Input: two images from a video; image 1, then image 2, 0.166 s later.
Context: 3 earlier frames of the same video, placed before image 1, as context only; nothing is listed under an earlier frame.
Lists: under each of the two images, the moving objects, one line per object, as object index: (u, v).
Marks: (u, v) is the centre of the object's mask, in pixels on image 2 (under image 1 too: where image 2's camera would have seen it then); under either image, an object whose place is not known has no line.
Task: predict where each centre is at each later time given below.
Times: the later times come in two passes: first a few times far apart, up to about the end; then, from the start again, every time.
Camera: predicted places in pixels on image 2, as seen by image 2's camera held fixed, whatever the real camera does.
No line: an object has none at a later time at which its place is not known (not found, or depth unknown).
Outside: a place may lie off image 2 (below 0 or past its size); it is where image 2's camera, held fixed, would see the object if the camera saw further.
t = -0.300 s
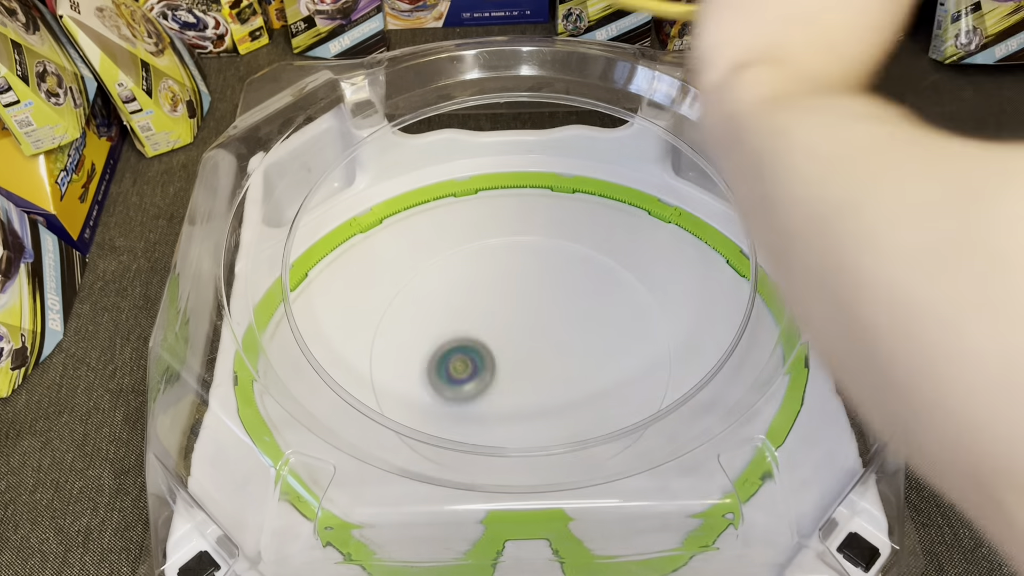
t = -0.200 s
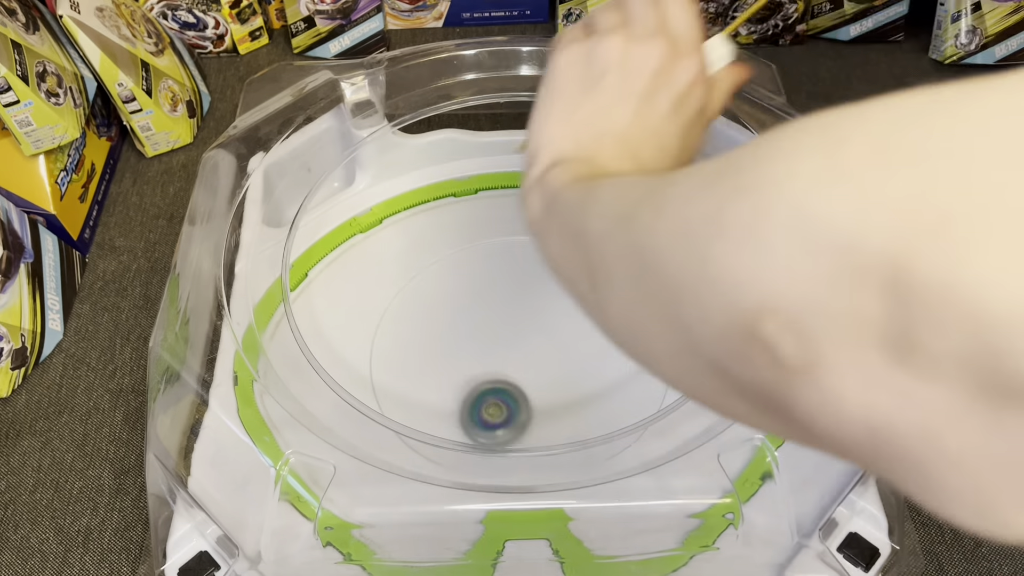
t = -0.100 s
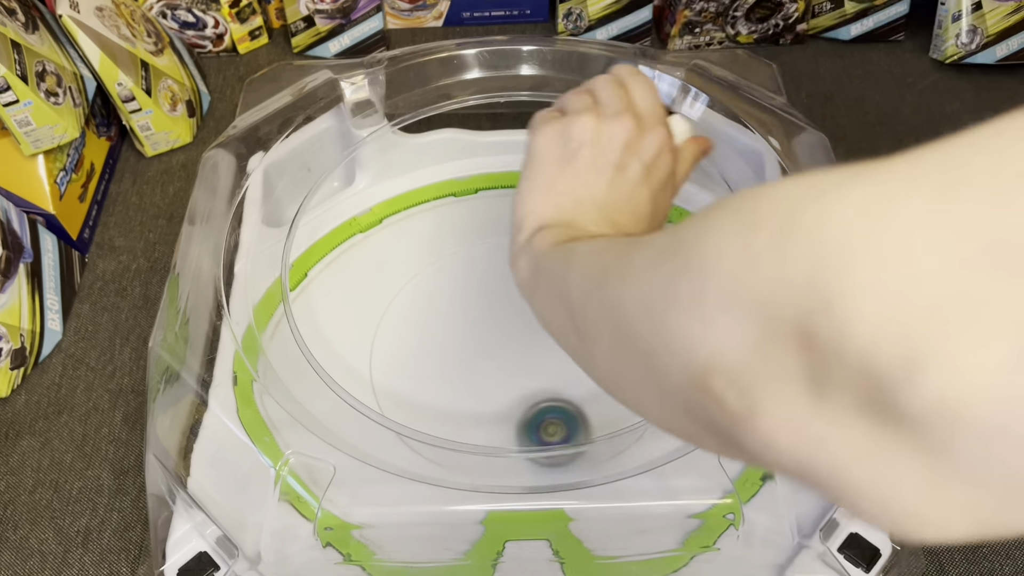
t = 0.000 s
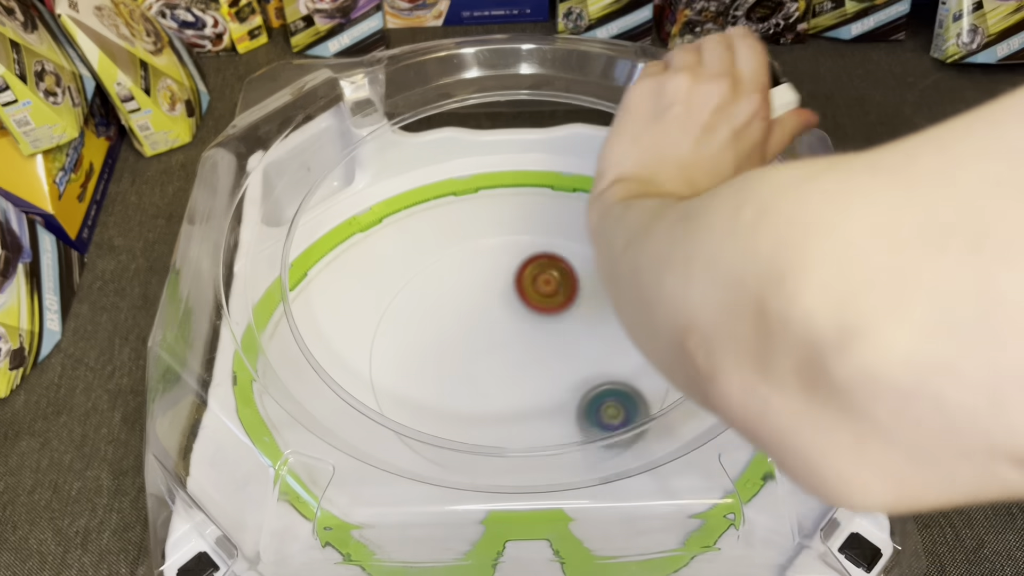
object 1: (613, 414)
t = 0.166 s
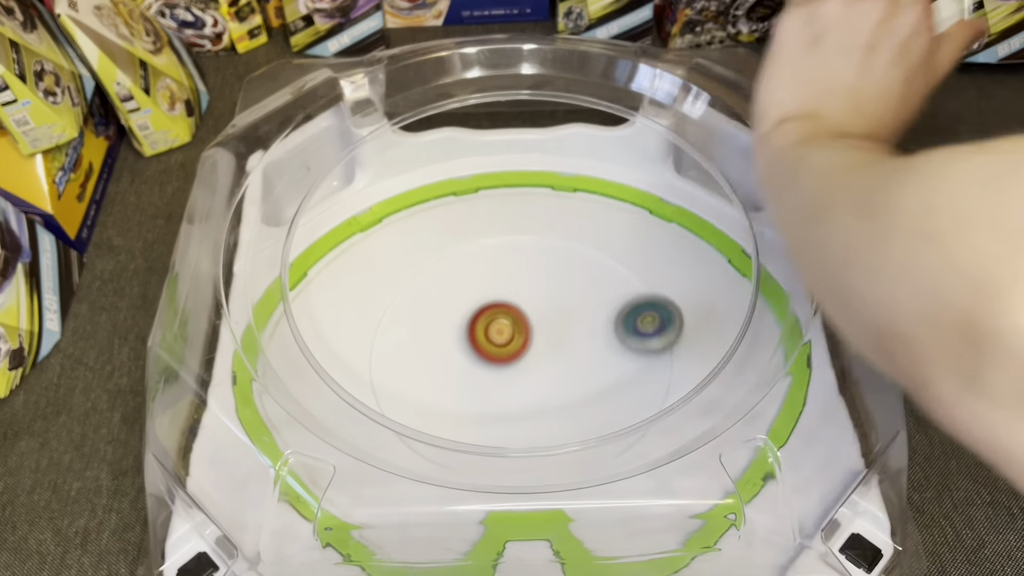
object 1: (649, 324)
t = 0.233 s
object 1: (632, 288)
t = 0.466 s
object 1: (505, 269)
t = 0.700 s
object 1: (415, 391)
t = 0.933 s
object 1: (530, 476)
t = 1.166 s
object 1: (681, 423)
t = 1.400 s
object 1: (702, 352)
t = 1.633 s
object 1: (586, 317)
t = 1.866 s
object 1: (385, 307)
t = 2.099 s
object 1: (440, 383)
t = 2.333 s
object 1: (595, 389)
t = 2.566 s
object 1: (590, 283)
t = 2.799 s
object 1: (453, 249)
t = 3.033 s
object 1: (382, 340)
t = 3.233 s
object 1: (493, 402)
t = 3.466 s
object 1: (624, 320)
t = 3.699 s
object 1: (538, 252)
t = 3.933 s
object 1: (432, 304)
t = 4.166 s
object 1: (502, 395)
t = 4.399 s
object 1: (624, 347)
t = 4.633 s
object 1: (562, 267)
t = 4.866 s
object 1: (453, 309)
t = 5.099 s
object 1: (487, 401)
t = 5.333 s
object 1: (597, 371)
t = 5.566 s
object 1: (554, 292)
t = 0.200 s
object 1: (643, 305)
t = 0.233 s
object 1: (632, 288)
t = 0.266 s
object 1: (619, 274)
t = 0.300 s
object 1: (603, 264)
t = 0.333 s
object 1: (585, 258)
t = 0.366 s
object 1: (566, 255)
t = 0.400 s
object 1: (546, 256)
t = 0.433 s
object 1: (526, 261)
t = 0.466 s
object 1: (505, 269)
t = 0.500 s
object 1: (485, 280)
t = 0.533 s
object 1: (466, 294)
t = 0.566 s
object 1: (449, 311)
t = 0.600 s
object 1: (435, 329)
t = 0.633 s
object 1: (425, 349)
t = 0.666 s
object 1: (418, 370)
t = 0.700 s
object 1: (415, 391)
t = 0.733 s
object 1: (422, 407)
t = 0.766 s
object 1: (429, 429)
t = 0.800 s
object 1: (443, 444)
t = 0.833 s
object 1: (462, 454)
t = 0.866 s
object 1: (482, 468)
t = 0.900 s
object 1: (506, 474)
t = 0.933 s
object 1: (530, 476)
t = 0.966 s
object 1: (556, 477)
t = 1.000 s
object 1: (583, 473)
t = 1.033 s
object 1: (610, 466)
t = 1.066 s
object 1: (632, 456)
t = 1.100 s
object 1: (651, 447)
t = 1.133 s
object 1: (668, 436)
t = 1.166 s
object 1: (681, 423)
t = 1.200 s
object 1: (692, 412)
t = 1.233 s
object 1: (700, 400)
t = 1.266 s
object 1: (706, 389)
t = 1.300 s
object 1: (710, 379)
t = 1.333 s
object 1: (710, 369)
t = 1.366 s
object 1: (707, 360)
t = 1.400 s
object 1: (702, 352)
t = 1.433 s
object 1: (695, 345)
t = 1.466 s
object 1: (687, 339)
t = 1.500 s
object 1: (676, 334)
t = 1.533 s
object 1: (660, 331)
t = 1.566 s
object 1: (639, 326)
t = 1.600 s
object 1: (614, 322)
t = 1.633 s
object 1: (586, 317)
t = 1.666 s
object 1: (554, 312)
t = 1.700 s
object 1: (521, 308)
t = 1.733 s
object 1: (488, 304)
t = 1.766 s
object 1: (457, 302)
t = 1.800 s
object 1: (429, 301)
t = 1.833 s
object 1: (405, 303)
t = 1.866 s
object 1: (385, 307)
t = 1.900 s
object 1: (372, 313)
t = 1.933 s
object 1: (368, 321)
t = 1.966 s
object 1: (372, 333)
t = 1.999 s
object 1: (383, 345)
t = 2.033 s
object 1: (398, 358)
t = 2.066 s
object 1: (417, 371)
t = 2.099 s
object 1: (440, 383)
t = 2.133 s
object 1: (466, 394)
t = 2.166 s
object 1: (492, 403)
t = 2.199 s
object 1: (517, 408)
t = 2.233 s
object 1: (542, 409)
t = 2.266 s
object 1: (563, 406)
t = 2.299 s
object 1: (581, 399)
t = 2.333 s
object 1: (595, 389)
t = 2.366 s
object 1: (605, 377)
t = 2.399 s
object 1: (610, 362)
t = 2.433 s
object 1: (610, 345)
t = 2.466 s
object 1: (609, 329)
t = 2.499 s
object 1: (607, 313)
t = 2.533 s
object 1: (601, 297)
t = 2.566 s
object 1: (590, 283)
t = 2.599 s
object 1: (577, 270)
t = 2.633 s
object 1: (560, 260)
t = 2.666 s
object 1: (540, 252)
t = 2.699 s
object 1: (519, 247)
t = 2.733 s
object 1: (497, 244)
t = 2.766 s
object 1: (475, 245)
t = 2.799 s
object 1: (453, 249)
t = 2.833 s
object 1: (433, 256)
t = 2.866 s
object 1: (415, 266)
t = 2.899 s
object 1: (400, 278)
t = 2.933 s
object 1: (388, 292)
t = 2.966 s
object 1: (381, 307)
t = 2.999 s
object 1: (379, 323)
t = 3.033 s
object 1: (382, 340)
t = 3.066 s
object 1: (389, 356)
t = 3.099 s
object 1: (401, 372)
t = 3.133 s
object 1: (419, 384)
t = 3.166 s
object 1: (440, 393)
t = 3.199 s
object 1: (465, 399)
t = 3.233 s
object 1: (493, 402)
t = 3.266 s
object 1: (521, 400)
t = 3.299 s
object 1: (548, 393)
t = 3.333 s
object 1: (573, 382)
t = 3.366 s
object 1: (593, 369)
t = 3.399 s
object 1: (608, 353)
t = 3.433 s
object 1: (619, 336)
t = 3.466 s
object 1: (624, 320)
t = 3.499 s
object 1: (623, 304)
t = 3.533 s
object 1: (618, 290)
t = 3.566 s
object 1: (608, 278)
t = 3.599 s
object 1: (595, 268)
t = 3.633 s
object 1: (578, 260)
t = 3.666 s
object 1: (559, 254)
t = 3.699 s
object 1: (538, 252)
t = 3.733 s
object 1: (516, 252)
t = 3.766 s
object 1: (495, 255)
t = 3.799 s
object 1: (476, 261)
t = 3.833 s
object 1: (459, 269)
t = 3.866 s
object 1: (448, 279)
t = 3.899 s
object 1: (440, 291)
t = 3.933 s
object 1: (432, 304)
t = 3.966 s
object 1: (429, 319)
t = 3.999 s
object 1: (430, 335)
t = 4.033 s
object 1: (436, 351)
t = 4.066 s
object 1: (447, 365)
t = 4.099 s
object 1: (462, 378)
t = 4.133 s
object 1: (480, 388)
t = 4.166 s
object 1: (502, 395)
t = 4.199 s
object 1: (525, 399)
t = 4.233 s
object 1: (547, 398)
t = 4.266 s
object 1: (569, 394)
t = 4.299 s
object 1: (588, 386)
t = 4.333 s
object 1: (604, 375)
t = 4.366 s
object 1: (616, 362)
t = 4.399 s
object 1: (624, 347)
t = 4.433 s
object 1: (627, 331)
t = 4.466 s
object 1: (625, 316)
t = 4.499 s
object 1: (618, 303)
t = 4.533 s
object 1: (608, 290)
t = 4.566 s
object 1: (595, 280)
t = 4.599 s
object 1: (579, 272)
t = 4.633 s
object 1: (562, 267)
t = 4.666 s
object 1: (544, 265)
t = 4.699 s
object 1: (525, 266)
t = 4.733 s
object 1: (507, 269)
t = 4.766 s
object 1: (490, 276)
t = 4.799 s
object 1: (475, 285)
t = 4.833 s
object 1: (462, 296)
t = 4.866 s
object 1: (453, 309)
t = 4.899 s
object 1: (446, 323)
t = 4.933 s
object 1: (443, 338)
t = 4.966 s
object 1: (445, 353)
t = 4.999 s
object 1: (450, 368)
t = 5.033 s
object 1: (459, 381)
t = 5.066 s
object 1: (472, 393)
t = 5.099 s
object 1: (487, 401)
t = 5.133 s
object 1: (505, 407)
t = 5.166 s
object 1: (524, 409)
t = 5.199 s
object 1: (543, 408)
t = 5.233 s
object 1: (561, 403)
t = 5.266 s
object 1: (576, 394)
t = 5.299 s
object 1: (588, 384)
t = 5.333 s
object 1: (597, 371)
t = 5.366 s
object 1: (601, 357)
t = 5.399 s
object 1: (601, 343)
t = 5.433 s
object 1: (597, 331)
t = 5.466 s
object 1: (591, 319)
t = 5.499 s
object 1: (581, 308)
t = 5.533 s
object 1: (568, 299)
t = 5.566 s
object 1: (554, 292)
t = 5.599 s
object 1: (539, 288)
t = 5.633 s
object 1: (524, 286)
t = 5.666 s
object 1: (512, 286)
